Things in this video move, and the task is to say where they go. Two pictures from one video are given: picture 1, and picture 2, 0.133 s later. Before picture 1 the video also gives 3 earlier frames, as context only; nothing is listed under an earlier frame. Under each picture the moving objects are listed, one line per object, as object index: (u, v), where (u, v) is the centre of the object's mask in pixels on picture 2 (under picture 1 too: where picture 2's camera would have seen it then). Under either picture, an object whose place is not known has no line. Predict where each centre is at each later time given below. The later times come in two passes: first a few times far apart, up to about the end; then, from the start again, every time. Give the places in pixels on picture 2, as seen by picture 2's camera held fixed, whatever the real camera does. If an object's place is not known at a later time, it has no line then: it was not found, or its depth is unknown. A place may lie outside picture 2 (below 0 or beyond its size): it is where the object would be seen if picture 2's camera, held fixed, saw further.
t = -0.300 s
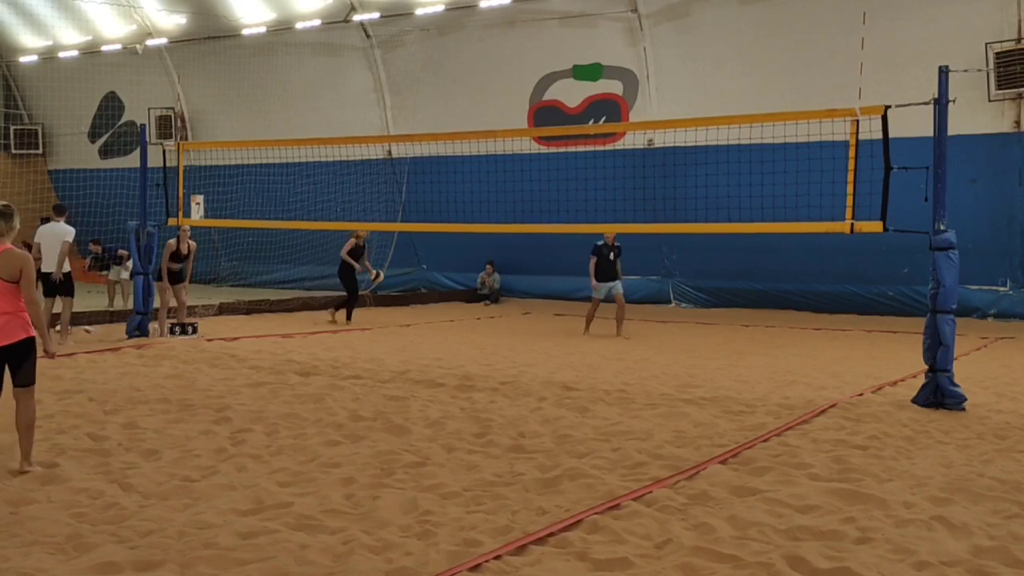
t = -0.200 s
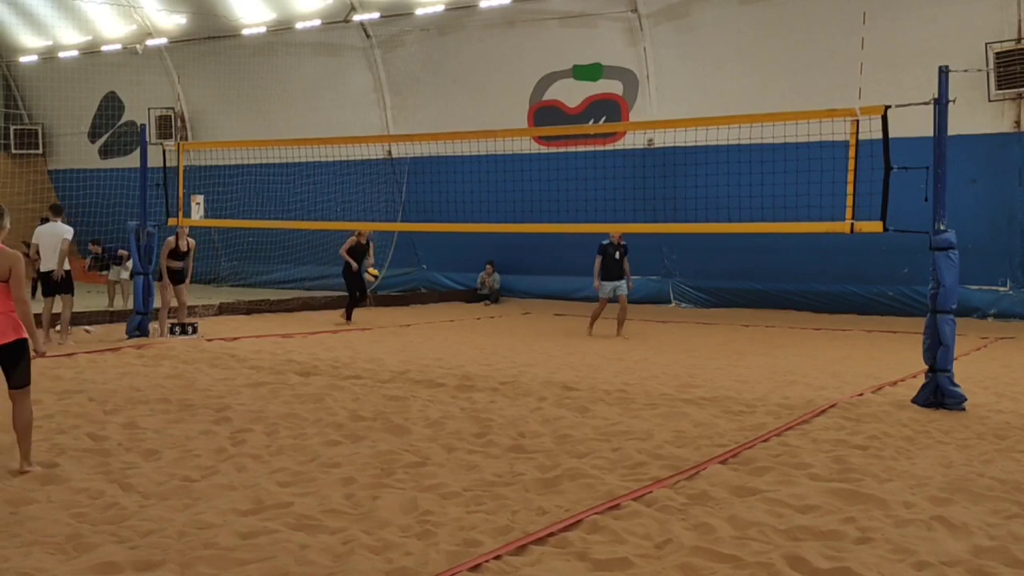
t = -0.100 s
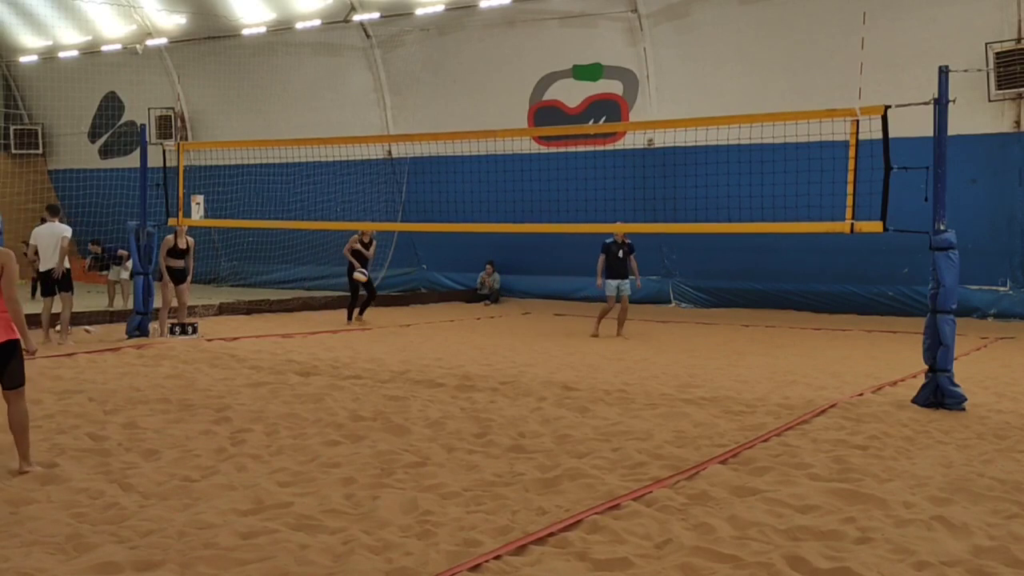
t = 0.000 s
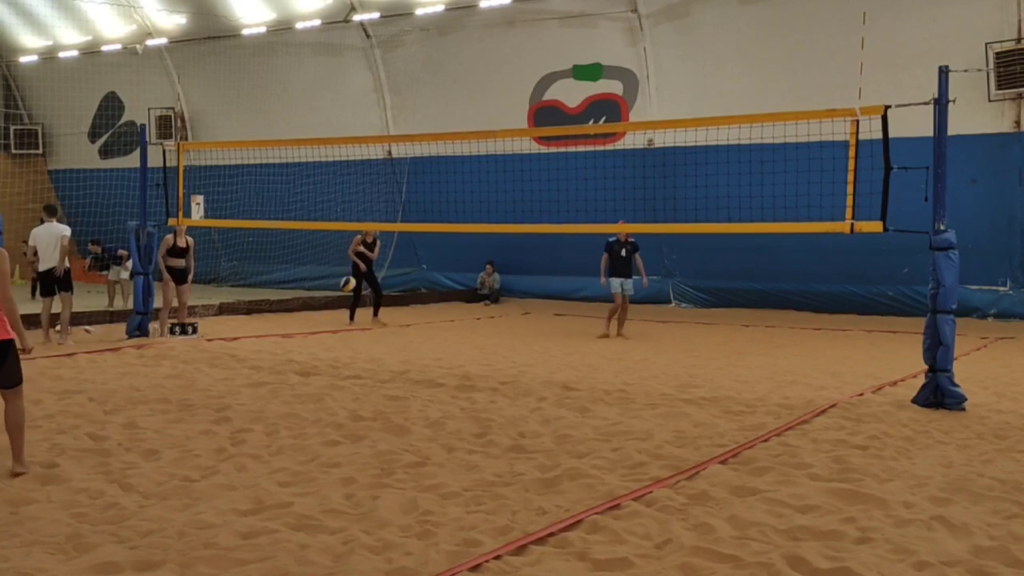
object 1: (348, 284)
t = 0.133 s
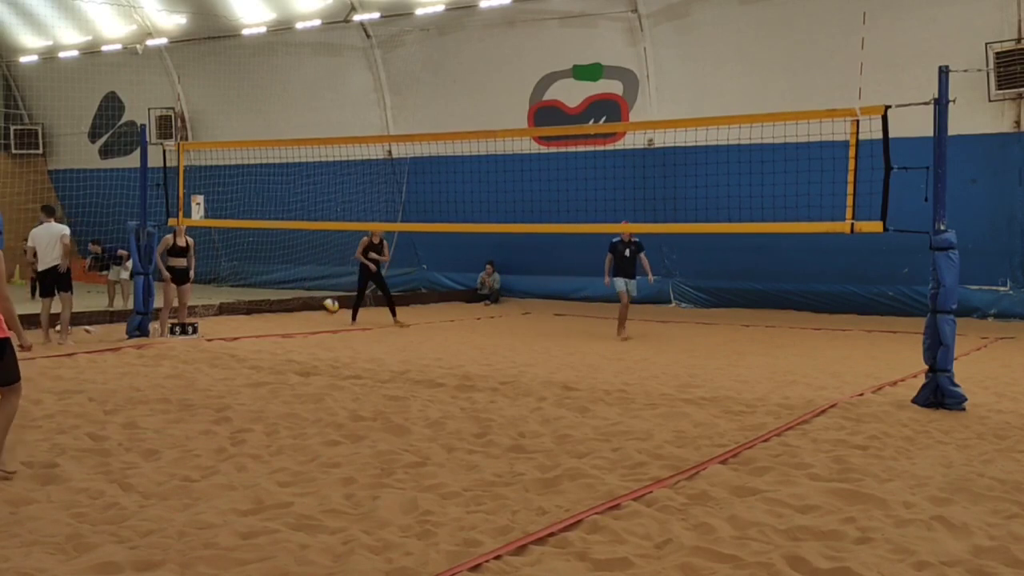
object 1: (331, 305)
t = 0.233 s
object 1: (316, 335)
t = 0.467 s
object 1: (282, 335)
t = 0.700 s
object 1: (245, 364)
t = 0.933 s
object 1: (211, 382)
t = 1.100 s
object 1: (176, 375)
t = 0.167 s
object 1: (325, 315)
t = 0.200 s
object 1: (320, 325)
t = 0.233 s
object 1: (316, 335)
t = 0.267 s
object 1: (311, 341)
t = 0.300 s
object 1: (306, 338)
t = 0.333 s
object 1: (301, 336)
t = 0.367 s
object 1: (297, 334)
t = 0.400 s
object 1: (292, 334)
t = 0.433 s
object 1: (287, 334)
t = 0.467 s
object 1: (282, 335)
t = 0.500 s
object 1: (277, 338)
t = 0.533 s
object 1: (272, 341)
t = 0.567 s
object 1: (266, 346)
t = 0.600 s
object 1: (261, 351)
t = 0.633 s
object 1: (255, 360)
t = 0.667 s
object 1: (250, 363)
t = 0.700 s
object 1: (245, 364)
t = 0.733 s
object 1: (242, 366)
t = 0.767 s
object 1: (237, 368)
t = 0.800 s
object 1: (233, 369)
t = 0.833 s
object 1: (228, 371)
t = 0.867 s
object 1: (222, 373)
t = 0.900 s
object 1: (217, 378)
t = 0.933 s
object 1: (211, 382)
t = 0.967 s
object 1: (205, 379)
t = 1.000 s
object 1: (198, 376)
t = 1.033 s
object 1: (191, 374)
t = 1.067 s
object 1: (183, 374)
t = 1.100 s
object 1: (176, 375)
